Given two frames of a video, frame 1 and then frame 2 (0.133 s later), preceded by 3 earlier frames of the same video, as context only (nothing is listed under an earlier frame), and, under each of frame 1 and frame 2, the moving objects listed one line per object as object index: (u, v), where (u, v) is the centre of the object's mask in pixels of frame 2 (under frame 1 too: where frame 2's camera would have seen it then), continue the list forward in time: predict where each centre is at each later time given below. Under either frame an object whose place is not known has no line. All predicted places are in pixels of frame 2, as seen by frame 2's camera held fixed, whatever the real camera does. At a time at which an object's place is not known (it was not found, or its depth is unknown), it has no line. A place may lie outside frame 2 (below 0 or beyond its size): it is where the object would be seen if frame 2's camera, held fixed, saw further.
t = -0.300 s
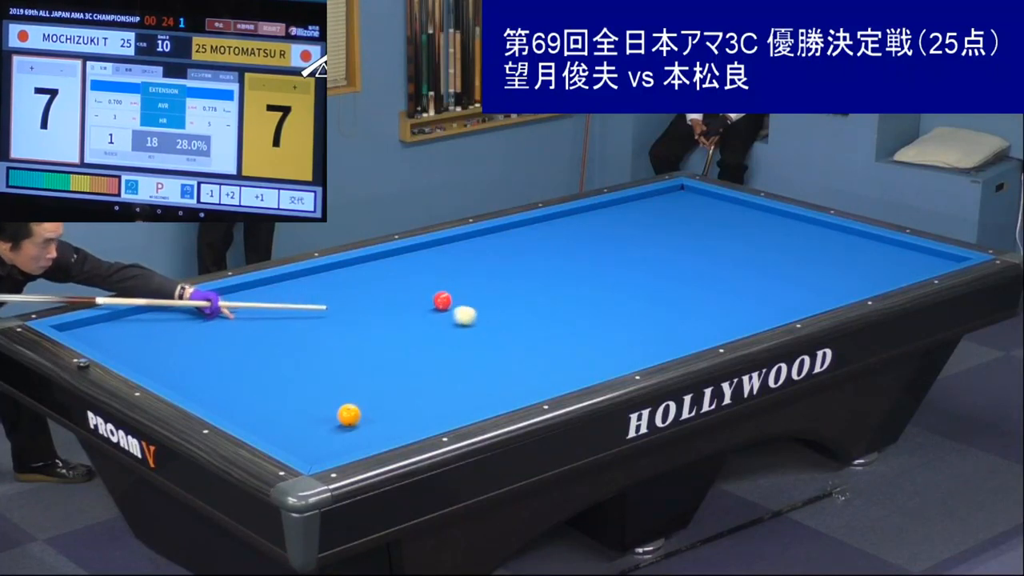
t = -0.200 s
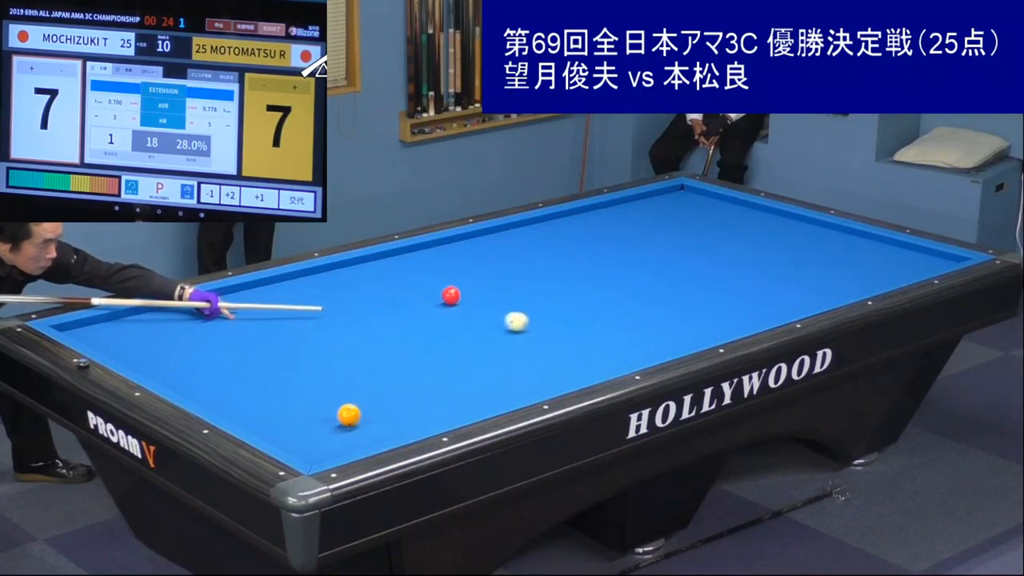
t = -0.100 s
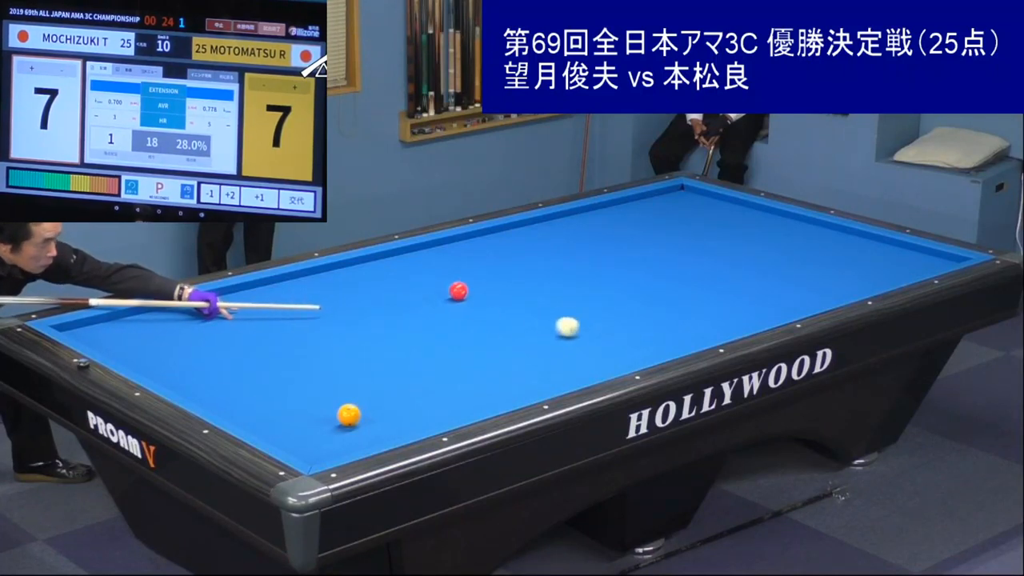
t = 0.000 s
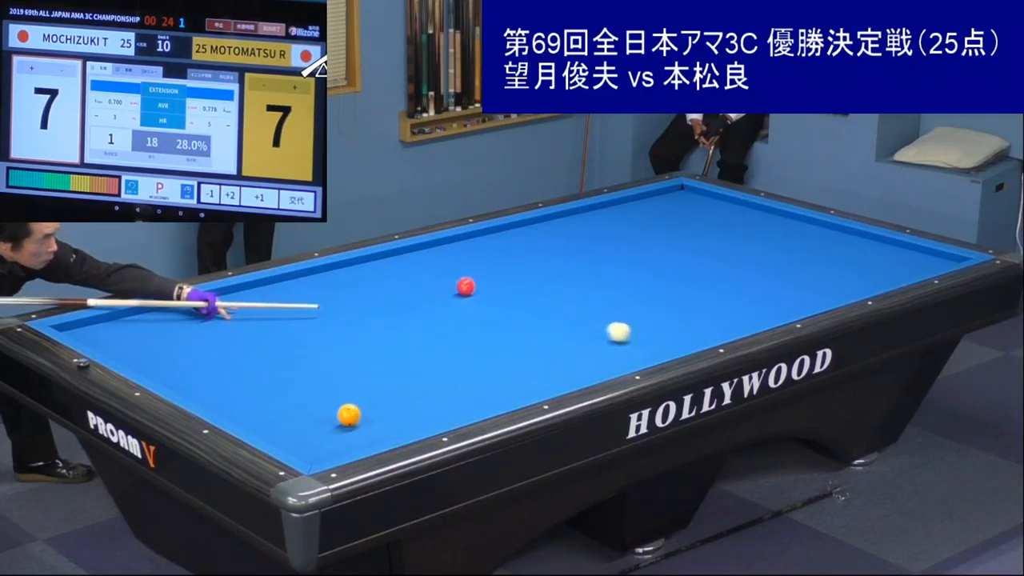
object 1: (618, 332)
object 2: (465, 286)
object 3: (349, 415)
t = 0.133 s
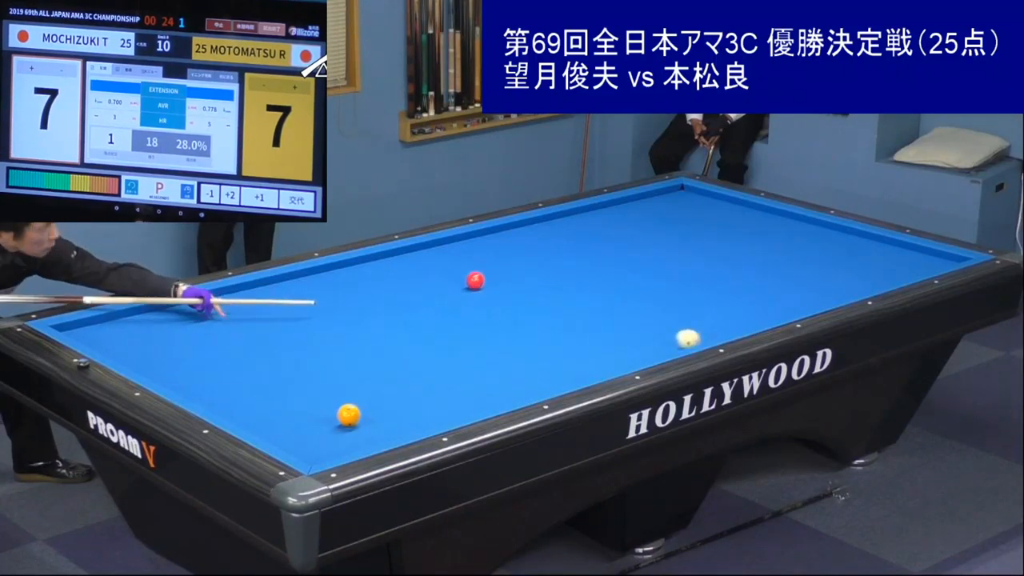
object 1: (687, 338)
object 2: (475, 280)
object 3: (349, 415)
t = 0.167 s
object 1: (703, 338)
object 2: (477, 279)
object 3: (349, 415)
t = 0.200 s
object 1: (703, 334)
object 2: (480, 278)
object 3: (349, 415)
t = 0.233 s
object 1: (703, 329)
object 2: (482, 276)
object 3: (349, 415)
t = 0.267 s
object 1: (702, 324)
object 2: (484, 275)
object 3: (349, 415)
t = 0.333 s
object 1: (703, 314)
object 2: (489, 272)
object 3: (349, 415)
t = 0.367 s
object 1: (703, 309)
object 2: (491, 271)
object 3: (349, 415)
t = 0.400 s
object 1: (704, 305)
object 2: (493, 269)
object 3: (349, 415)
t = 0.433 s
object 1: (705, 301)
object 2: (495, 268)
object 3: (349, 415)
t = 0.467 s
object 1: (707, 297)
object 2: (497, 267)
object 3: (349, 415)
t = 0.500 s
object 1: (708, 293)
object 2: (500, 265)
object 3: (349, 415)
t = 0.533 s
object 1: (710, 289)
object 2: (502, 264)
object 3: (349, 415)
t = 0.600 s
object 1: (712, 281)
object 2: (506, 261)
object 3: (349, 415)
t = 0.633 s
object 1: (714, 277)
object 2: (508, 260)
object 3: (349, 415)
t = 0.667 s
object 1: (715, 274)
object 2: (510, 259)
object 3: (349, 415)
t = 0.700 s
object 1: (716, 270)
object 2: (512, 258)
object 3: (349, 415)
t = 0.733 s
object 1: (718, 267)
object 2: (514, 256)
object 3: (349, 415)
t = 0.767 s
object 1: (719, 263)
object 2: (516, 255)
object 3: (349, 415)
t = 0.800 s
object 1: (720, 259)
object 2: (518, 254)
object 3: (349, 415)
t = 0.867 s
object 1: (722, 253)
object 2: (522, 251)
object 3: (349, 415)
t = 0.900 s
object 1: (724, 249)
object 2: (524, 250)
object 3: (349, 415)
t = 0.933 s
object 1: (725, 246)
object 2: (526, 249)
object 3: (349, 415)
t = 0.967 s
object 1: (726, 243)
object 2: (528, 248)
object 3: (349, 415)
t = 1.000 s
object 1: (727, 240)
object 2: (530, 247)
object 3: (349, 415)
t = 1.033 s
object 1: (728, 236)
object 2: (532, 246)
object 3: (349, 415)
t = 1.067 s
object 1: (730, 233)
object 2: (534, 244)
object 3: (349, 415)
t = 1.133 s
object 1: (732, 227)
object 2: (538, 242)
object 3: (349, 415)
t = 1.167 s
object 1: (733, 224)
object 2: (540, 241)
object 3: (349, 415)
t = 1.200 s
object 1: (734, 221)
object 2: (541, 240)
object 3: (349, 415)
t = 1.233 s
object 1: (735, 218)
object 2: (543, 239)
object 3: (349, 415)
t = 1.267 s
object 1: (736, 215)
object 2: (545, 238)
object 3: (349, 415)
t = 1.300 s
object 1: (737, 213)
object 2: (547, 236)
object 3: (349, 415)
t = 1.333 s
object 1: (739, 210)
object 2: (549, 235)
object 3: (349, 415)
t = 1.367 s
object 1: (739, 207)
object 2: (550, 234)
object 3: (349, 415)
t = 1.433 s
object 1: (741, 202)
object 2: (554, 232)
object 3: (349, 415)
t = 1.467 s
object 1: (731, 202)
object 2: (556, 231)
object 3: (349, 415)
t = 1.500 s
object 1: (721, 201)
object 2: (558, 230)
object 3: (349, 415)
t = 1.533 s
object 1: (712, 201)
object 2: (559, 229)
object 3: (349, 415)
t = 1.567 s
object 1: (702, 200)
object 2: (561, 228)
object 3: (349, 415)
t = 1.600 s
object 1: (694, 200)
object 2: (563, 227)
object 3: (349, 415)
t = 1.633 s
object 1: (685, 200)
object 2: (564, 226)
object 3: (349, 415)
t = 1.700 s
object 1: (668, 199)
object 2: (568, 224)
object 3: (349, 415)
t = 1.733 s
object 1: (660, 198)
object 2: (569, 223)
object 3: (349, 415)
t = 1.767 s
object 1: (652, 198)
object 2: (571, 222)
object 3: (349, 415)
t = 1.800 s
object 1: (644, 197)
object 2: (573, 221)
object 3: (349, 415)
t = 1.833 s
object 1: (636, 197)
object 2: (574, 219)
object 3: (349, 415)
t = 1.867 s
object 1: (635, 199)
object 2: (576, 219)
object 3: (349, 415)
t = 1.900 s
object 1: (635, 201)
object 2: (577, 218)
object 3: (349, 415)
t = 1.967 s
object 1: (634, 204)
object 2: (581, 216)
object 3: (349, 415)
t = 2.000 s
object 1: (633, 206)
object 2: (582, 215)
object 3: (349, 415)
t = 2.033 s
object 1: (632, 208)
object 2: (584, 214)
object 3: (349, 415)
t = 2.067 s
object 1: (631, 209)
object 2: (585, 213)
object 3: (349, 415)
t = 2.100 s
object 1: (630, 211)
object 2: (587, 212)
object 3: (349, 415)
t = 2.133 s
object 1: (629, 213)
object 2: (588, 211)
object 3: (349, 415)
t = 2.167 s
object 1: (628, 215)
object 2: (590, 210)
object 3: (349, 415)
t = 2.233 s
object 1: (626, 218)
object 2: (593, 208)
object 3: (349, 415)
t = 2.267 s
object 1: (625, 220)
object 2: (595, 208)
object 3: (349, 415)
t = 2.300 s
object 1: (623, 222)
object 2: (596, 207)
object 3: (349, 415)
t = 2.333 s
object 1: (622, 223)
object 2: (598, 206)
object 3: (349, 415)
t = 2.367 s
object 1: (621, 225)
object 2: (601, 206)
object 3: (349, 415)
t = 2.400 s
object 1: (620, 227)
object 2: (603, 205)
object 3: (349, 415)
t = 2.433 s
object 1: (619, 229)
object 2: (606, 205)
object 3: (349, 415)
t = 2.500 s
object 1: (617, 232)
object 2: (611, 204)
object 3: (349, 415)
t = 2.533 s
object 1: (616, 234)
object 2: (614, 204)
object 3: (349, 415)
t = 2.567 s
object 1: (615, 236)
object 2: (616, 203)
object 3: (349, 415)
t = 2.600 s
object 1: (614, 238)
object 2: (619, 203)
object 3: (349, 415)
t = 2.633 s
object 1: (612, 240)
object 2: (621, 203)
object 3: (349, 415)
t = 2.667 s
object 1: (611, 242)
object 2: (623, 203)
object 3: (349, 415)
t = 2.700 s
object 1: (610, 244)
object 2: (626, 202)
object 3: (349, 415)
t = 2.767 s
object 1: (608, 247)
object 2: (631, 202)
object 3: (349, 415)
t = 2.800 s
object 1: (607, 249)
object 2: (633, 202)
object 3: (349, 415)
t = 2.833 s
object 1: (606, 251)
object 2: (636, 201)
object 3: (349, 415)
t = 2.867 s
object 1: (604, 253)
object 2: (638, 201)
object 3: (349, 415)
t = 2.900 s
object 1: (603, 255)
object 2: (641, 200)
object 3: (349, 415)
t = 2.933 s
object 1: (602, 257)
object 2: (643, 200)
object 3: (349, 415)
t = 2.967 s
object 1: (601, 259)
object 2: (645, 200)
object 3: (349, 415)
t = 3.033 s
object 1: (599, 263)
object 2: (650, 199)
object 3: (349, 415)
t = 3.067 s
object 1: (598, 265)
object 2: (652, 199)
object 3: (349, 415)
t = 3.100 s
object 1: (596, 267)
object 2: (654, 199)
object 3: (349, 415)
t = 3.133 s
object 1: (595, 269)
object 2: (657, 198)
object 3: (349, 415)
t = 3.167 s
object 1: (594, 271)
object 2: (659, 198)
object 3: (349, 415)
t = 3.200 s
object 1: (593, 273)
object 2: (662, 198)
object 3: (349, 415)
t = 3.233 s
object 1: (591, 275)
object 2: (664, 198)
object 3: (349, 415)
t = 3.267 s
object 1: (590, 277)
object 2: (666, 197)
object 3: (349, 415)
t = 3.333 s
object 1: (588, 282)
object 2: (671, 197)
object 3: (349, 415)
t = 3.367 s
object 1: (586, 284)
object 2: (673, 196)
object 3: (349, 415)
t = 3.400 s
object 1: (585, 286)
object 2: (675, 196)
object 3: (349, 415)
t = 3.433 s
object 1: (584, 288)
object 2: (677, 196)
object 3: (349, 415)
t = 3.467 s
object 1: (582, 290)
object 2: (679, 196)
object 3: (349, 415)
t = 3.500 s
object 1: (581, 292)
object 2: (681, 195)
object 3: (349, 415)
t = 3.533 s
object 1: (580, 294)
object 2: (684, 195)
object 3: (349, 415)
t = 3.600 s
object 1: (577, 299)
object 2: (688, 195)
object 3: (349, 415)
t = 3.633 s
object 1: (576, 301)
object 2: (690, 194)
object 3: (349, 414)
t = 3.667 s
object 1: (575, 303)
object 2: (692, 194)
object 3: (349, 415)
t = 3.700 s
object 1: (573, 306)
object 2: (694, 194)
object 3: (349, 415)
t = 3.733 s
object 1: (572, 308)
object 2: (697, 193)
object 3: (349, 415)
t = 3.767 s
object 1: (570, 310)
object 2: (699, 193)
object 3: (349, 415)
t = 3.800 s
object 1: (569, 312)
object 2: (700, 193)
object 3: (349, 415)
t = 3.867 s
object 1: (566, 317)
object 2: (705, 193)
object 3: (349, 415)
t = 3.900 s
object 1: (565, 319)
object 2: (705, 193)
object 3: (349, 415)
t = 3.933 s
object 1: (563, 321)
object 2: (704, 193)
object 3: (349, 415)
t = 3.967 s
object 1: (562, 324)
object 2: (704, 193)
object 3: (349, 415)
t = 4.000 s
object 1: (561, 326)
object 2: (703, 194)
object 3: (349, 415)
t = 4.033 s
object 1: (559, 328)
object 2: (703, 194)
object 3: (349, 415)
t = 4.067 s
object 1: (558, 331)
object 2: (702, 194)
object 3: (349, 414)
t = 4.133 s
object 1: (555, 336)
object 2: (701, 195)
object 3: (349, 415)
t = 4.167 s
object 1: (553, 338)
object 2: (701, 195)
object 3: (349, 415)
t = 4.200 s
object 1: (552, 340)
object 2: (701, 196)
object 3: (349, 415)
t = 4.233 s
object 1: (550, 343)
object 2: (700, 196)
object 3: (349, 415)
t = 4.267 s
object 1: (549, 345)
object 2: (700, 196)
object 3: (349, 415)
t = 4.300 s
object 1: (548, 348)
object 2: (699, 197)
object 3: (349, 415)
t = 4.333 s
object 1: (546, 350)
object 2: (699, 197)
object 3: (349, 415)
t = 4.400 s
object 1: (543, 355)
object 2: (698, 197)
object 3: (349, 414)
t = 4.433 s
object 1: (541, 358)
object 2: (697, 198)
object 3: (349, 415)
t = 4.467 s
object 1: (540, 360)
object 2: (697, 198)
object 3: (349, 415)
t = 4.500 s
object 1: (538, 363)
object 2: (697, 198)
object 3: (349, 415)
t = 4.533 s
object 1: (537, 366)
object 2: (696, 199)
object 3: (349, 415)
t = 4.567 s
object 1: (535, 368)
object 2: (696, 199)
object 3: (349, 415)
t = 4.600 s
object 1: (533, 371)
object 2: (695, 199)
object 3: (349, 415)
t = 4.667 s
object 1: (530, 376)
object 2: (694, 200)
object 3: (349, 415)
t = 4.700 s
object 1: (529, 378)
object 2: (694, 200)
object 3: (349, 415)
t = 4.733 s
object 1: (527, 381)
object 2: (694, 201)
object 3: (349, 415)
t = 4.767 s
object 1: (525, 384)
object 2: (693, 201)
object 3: (349, 415)
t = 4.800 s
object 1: (523, 386)
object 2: (693, 201)
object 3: (349, 415)
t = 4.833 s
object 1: (522, 389)
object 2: (692, 201)
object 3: (349, 415)
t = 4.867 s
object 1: (520, 391)
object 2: (692, 202)
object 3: (349, 415)
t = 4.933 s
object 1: (516, 395)
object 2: (691, 202)
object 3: (349, 415)
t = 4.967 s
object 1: (514, 397)
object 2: (691, 203)
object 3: (349, 415)
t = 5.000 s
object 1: (508, 397)
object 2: (690, 203)
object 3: (349, 415)
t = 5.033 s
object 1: (503, 398)
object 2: (690, 203)
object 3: (349, 415)
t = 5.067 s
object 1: (498, 399)
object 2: (690, 203)
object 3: (349, 415)
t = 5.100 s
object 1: (493, 400)
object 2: (689, 204)
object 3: (349, 415)
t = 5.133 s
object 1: (488, 400)
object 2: (689, 204)
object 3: (349, 415)
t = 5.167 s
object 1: (483, 401)
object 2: (689, 204)
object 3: (349, 415)
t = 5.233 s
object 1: (473, 402)
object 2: (688, 205)
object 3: (349, 415)
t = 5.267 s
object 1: (469, 403)
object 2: (688, 205)
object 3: (349, 415)
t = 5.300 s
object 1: (464, 403)
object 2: (687, 205)
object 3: (349, 415)
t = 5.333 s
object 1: (459, 404)
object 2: (687, 206)
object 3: (349, 415)
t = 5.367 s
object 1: (454, 405)
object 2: (687, 206)
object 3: (349, 415)
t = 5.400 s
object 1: (450, 405)
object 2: (686, 206)
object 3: (349, 415)
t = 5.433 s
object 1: (445, 405)
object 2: (686, 206)
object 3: (349, 415)
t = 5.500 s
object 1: (435, 406)
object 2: (685, 207)
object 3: (349, 415)
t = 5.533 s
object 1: (430, 407)
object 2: (685, 207)
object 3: (349, 415)
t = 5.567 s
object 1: (426, 407)
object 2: (685, 207)
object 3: (349, 415)
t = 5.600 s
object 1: (420, 408)
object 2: (684, 207)
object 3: (349, 415)
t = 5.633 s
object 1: (416, 408)
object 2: (684, 208)
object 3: (349, 415)
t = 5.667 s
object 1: (411, 409)
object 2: (684, 208)
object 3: (349, 415)
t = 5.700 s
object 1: (406, 409)
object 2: (683, 208)
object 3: (349, 415)
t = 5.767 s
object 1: (397, 410)
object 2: (683, 209)
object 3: (349, 415)
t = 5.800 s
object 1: (392, 410)
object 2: (683, 209)
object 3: (349, 415)
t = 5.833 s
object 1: (387, 411)
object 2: (682, 209)
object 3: (349, 415)
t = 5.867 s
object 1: (382, 411)
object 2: (682, 209)
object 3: (349, 415)
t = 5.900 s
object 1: (378, 412)
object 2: (682, 210)
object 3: (349, 415)
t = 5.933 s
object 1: (373, 412)
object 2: (682, 210)
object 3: (349, 415)
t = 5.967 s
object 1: (370, 412)
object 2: (681, 210)
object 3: (347, 415)
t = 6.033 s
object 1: (369, 412)
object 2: (681, 210)
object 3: (339, 416)
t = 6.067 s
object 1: (367, 413)
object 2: (680, 211)
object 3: (336, 416)
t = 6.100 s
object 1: (366, 412)
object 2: (680, 211)
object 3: (334, 416)
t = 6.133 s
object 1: (366, 413)
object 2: (680, 211)
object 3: (331, 417)
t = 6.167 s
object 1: (365, 413)
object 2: (680, 211)
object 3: (328, 417)
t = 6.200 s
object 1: (364, 413)
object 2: (679, 212)
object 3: (325, 417)
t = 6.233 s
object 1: (363, 413)
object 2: (679, 212)
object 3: (322, 418)
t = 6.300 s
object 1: (361, 413)
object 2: (679, 212)
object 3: (317, 418)
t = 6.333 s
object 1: (360, 413)
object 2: (679, 213)
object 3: (314, 419)
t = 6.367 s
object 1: (359, 413)
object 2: (678, 213)
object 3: (311, 419)
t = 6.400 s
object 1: (358, 413)
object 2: (678, 213)
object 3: (309, 419)
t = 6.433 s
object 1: (357, 413)
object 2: (678, 213)
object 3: (306, 420)
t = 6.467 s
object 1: (356, 413)
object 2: (678, 213)
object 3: (303, 420)
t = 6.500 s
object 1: (356, 413)
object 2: (677, 213)
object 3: (300, 420)
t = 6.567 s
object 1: (354, 413)
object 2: (677, 214)
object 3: (295, 421)
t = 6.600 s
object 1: (353, 413)
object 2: (677, 214)
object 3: (292, 421)
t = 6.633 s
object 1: (353, 413)
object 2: (677, 214)
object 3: (290, 421)
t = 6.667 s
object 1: (352, 413)
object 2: (677, 214)
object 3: (287, 422)
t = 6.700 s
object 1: (351, 413)
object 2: (676, 215)
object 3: (285, 422)
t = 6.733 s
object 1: (351, 413)
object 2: (676, 215)
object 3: (282, 422)
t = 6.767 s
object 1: (350, 413)
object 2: (676, 215)
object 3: (280, 423)
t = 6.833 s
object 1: (349, 413)
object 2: (676, 215)
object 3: (274, 423)
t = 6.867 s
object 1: (348, 413)
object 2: (675, 215)
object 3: (272, 423)
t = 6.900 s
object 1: (347, 413)
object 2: (675, 216)
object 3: (269, 424)
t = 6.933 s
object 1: (347, 413)
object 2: (675, 216)
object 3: (267, 424)
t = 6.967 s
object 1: (346, 413)
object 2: (675, 216)
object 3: (264, 424)
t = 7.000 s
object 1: (346, 413)
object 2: (675, 216)
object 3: (262, 424)
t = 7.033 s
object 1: (345, 413)
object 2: (675, 216)
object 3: (259, 425)
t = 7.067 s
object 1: (345, 413)
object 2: (674, 216)
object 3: (257, 425)
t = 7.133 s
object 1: (344, 413)
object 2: (674, 217)
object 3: (253, 424)
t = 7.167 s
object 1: (343, 413)
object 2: (674, 217)
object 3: (250, 424)
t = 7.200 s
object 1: (343, 413)
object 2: (674, 217)
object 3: (250, 424)
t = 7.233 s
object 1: (342, 413)
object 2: (674, 217)
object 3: (251, 424)
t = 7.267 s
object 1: (342, 413)
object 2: (674, 217)
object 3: (251, 423)
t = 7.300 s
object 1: (341, 414)
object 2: (673, 217)
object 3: (252, 423)
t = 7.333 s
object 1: (341, 414)
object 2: (673, 217)
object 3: (252, 423)
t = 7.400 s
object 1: (340, 413)
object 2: (673, 218)
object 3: (253, 422)
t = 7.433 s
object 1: (340, 414)
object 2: (673, 218)
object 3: (254, 422)
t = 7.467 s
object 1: (339, 414)
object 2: (673, 218)
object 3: (255, 422)
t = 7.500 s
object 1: (339, 414)
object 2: (673, 218)
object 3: (255, 421)
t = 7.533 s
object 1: (339, 414)
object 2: (673, 218)
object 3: (256, 421)
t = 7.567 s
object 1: (338, 414)
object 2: (672, 218)
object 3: (256, 420)
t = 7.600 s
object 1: (338, 414)
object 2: (672, 218)
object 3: (257, 420)
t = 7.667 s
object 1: (337, 414)
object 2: (672, 219)
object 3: (258, 419)
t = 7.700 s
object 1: (337, 414)
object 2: (672, 219)
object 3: (259, 419)
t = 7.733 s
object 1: (337, 414)
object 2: (672, 219)
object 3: (259, 418)
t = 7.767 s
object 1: (337, 414)
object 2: (672, 219)
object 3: (260, 418)
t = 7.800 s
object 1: (337, 414)
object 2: (672, 219)
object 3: (260, 417)
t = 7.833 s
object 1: (336, 414)
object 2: (672, 219)
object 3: (261, 417)
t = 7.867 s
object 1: (336, 414)
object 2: (672, 219)
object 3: (261, 417)
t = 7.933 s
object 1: (336, 414)
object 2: (671, 219)
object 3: (262, 416)
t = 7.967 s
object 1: (336, 414)
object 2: (671, 219)
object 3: (263, 415)
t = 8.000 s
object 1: (336, 414)
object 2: (671, 219)
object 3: (263, 415)
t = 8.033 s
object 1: (336, 414)
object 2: (671, 219)
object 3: (264, 414)
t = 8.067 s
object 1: (336, 414)
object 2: (671, 220)
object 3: (264, 414)
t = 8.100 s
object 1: (336, 414)
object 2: (671, 220)
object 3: (265, 414)
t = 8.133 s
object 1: (336, 414)
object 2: (671, 220)
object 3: (265, 413)
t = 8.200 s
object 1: (336, 414)
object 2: (671, 220)
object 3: (266, 413)
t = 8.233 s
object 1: (336, 414)
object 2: (671, 220)
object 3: (267, 412)
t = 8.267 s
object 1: (336, 414)
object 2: (671, 220)
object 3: (267, 412)
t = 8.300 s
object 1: (336, 414)
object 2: (671, 220)
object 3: (267, 412)
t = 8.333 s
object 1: (336, 414)
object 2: (670, 220)
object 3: (268, 411)
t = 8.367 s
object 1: (336, 414)
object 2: (670, 220)
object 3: (268, 411)
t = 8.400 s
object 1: (336, 414)
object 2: (670, 220)
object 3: (269, 411)
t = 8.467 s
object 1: (336, 414)
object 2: (670, 220)
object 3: (269, 410)
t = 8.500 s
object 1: (336, 414)
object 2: (670, 220)
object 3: (270, 410)
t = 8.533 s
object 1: (336, 414)
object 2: (670, 220)
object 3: (270, 409)
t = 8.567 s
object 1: (336, 414)
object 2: (670, 220)
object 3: (271, 409)
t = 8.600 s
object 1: (336, 414)
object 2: (670, 220)
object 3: (271, 409)
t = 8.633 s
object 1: (336, 414)
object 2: (670, 220)
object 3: (272, 409)
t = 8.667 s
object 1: (336, 414)
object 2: (670, 221)
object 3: (272, 408)
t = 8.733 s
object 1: (336, 414)
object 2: (670, 221)
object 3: (272, 408)
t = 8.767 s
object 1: (336, 414)
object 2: (670, 221)
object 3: (273, 408)
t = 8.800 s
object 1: (336, 414)
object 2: (670, 221)
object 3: (273, 407)
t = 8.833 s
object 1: (336, 414)
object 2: (670, 221)
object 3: (273, 407)
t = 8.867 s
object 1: (336, 414)
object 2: (670, 221)
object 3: (274, 407)
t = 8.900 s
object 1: (336, 414)
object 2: (670, 221)
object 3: (274, 406)
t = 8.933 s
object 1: (336, 414)
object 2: (670, 221)
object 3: (275, 406)
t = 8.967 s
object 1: (336, 414)
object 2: (670, 221)
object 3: (275, 406)
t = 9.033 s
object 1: (336, 414)
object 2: (670, 221)
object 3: (275, 405)
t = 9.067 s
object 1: (336, 414)
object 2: (670, 221)
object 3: (276, 405)
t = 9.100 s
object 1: (336, 414)
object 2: (670, 221)
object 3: (276, 405)
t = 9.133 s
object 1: (336, 414)
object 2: (670, 221)
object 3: (276, 405)
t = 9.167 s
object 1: (336, 414)
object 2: (670, 221)
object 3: (276, 405)
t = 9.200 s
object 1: (336, 414)
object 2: (670, 221)
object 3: (277, 404)
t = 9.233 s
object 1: (336, 414)
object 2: (670, 221)
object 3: (277, 404)
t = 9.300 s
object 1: (336, 414)
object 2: (670, 221)
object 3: (278, 404)
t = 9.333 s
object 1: (336, 414)
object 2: (670, 221)
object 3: (278, 404)
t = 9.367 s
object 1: (336, 414)
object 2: (670, 221)
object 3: (278, 404)
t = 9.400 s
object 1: (336, 414)
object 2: (670, 221)
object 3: (278, 403)
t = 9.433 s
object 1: (336, 414)
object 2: (670, 221)
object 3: (279, 403)
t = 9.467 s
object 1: (336, 414)
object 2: (670, 221)
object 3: (279, 403)
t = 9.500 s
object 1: (336, 414)
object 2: (670, 221)
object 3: (279, 403)
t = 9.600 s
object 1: (336, 414)
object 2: (670, 221)
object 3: (280, 403)
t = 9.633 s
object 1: (336, 414)
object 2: (670, 221)
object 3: (280, 403)
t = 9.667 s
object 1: (336, 414)
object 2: (670, 221)
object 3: (280, 402)
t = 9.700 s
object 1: (336, 414)
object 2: (670, 221)
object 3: (280, 402)
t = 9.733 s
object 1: (336, 414)
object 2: (670, 221)
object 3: (281, 402)
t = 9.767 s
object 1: (336, 414)
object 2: (670, 221)
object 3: (281, 402)
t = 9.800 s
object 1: (336, 414)
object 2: (670, 221)
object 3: (281, 402)
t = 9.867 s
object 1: (336, 414)
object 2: (670, 221)
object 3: (281, 402)
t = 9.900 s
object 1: (336, 414)
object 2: (670, 221)
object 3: (281, 402)
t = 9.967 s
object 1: (336, 414)
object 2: (670, 221)
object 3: (282, 402)
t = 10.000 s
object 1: (336, 414)
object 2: (670, 221)
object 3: (282, 402)
